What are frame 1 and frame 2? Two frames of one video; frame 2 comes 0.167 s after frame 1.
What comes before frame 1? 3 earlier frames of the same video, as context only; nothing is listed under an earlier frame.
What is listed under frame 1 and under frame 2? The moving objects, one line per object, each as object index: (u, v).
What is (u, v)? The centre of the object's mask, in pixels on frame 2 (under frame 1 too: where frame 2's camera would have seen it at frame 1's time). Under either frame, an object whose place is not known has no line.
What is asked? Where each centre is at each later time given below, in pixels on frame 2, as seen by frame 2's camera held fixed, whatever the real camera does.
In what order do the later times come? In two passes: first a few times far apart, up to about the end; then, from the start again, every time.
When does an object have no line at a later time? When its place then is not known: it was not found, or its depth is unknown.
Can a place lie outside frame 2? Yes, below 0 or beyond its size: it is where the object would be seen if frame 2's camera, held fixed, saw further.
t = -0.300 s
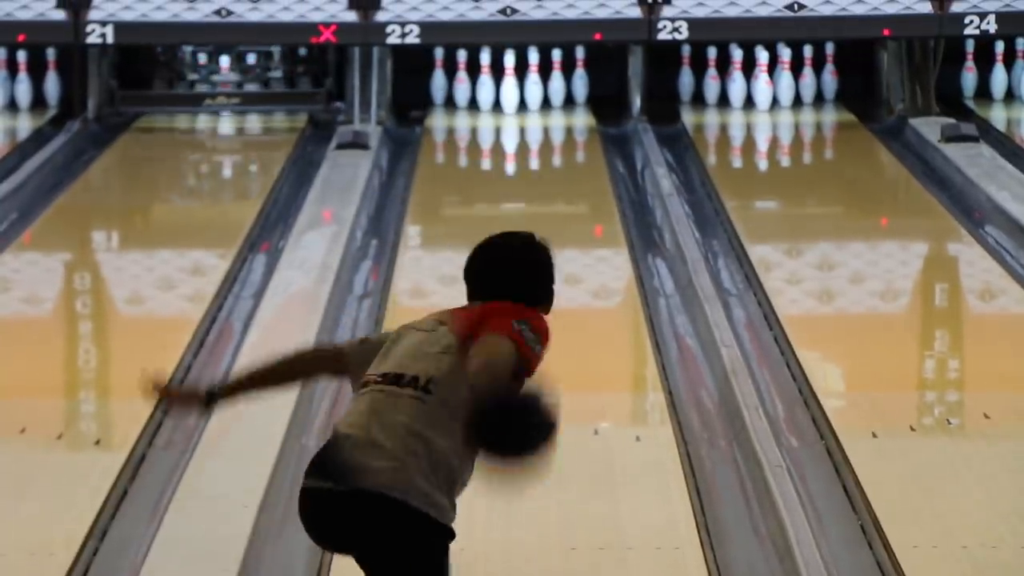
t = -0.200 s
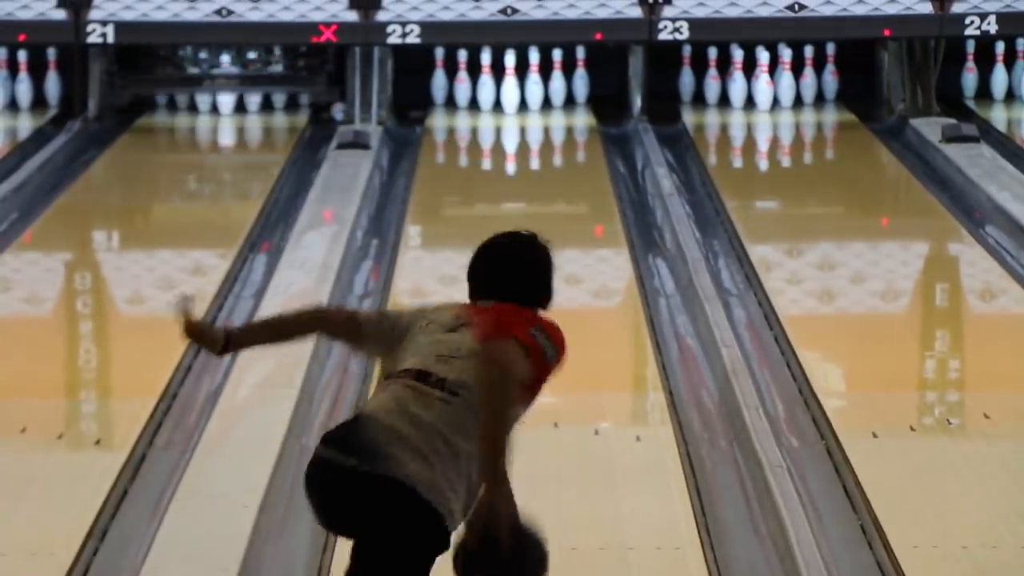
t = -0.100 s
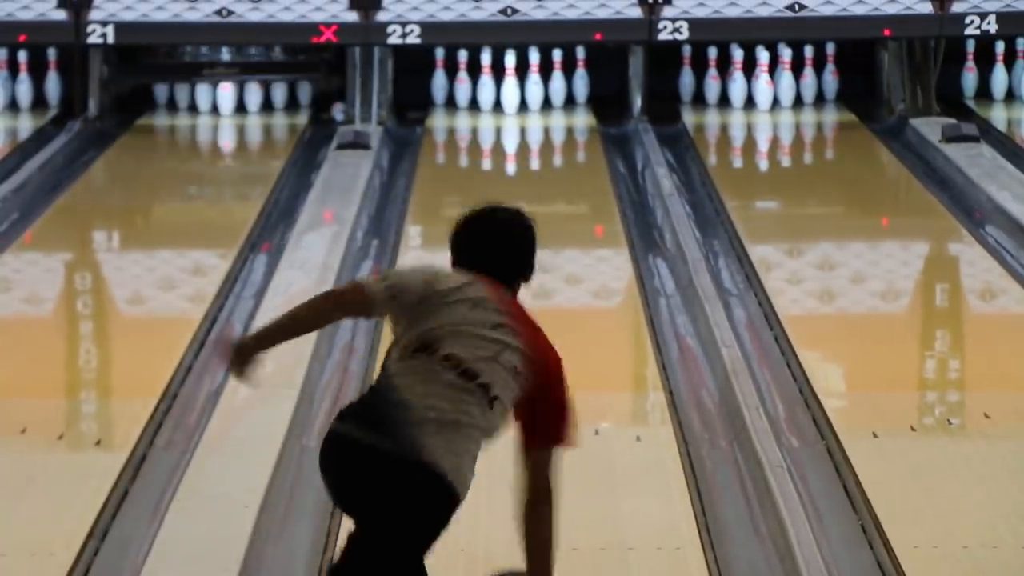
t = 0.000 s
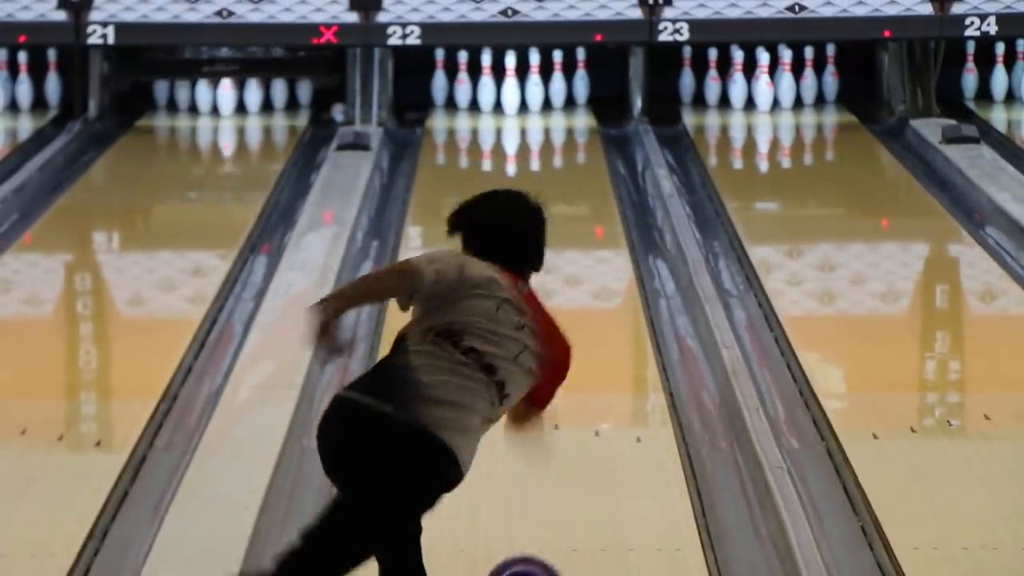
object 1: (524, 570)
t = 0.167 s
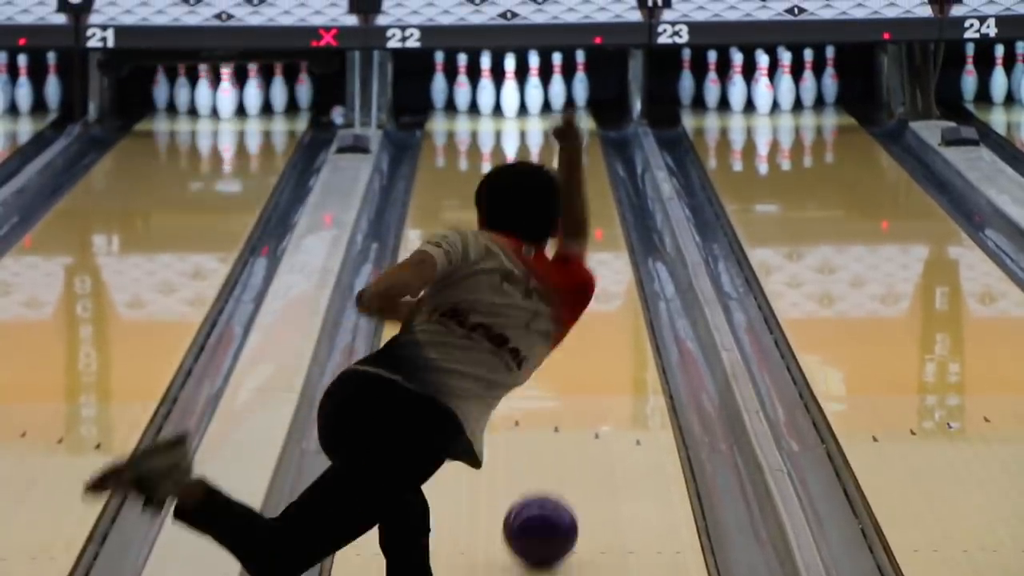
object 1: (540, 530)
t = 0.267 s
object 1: (548, 487)
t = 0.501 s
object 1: (561, 404)
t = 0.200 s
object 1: (543, 515)
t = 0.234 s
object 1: (546, 501)
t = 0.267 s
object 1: (548, 487)
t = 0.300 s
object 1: (550, 474)
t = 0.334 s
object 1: (552, 460)
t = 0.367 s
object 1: (554, 449)
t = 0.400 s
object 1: (556, 437)
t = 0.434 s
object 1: (558, 426)
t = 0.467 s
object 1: (560, 415)
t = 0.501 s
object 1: (561, 404)
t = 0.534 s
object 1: (563, 394)
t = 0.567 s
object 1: (564, 386)
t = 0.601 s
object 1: (561, 381)
